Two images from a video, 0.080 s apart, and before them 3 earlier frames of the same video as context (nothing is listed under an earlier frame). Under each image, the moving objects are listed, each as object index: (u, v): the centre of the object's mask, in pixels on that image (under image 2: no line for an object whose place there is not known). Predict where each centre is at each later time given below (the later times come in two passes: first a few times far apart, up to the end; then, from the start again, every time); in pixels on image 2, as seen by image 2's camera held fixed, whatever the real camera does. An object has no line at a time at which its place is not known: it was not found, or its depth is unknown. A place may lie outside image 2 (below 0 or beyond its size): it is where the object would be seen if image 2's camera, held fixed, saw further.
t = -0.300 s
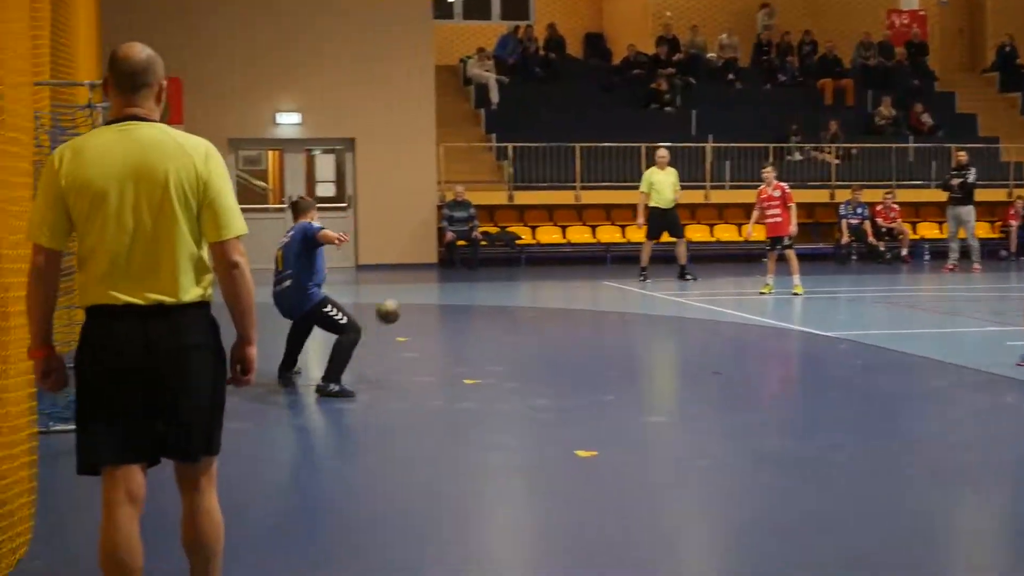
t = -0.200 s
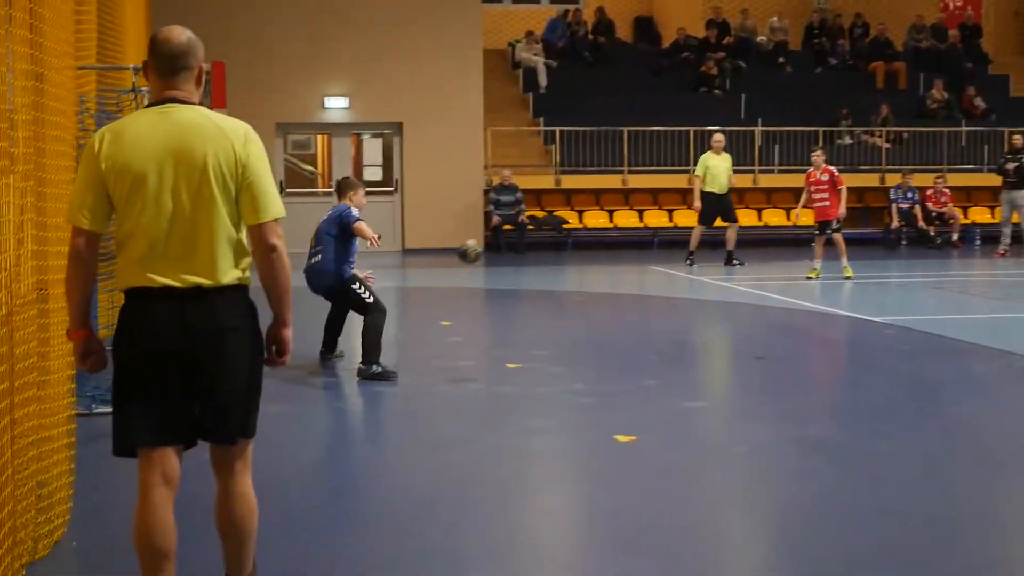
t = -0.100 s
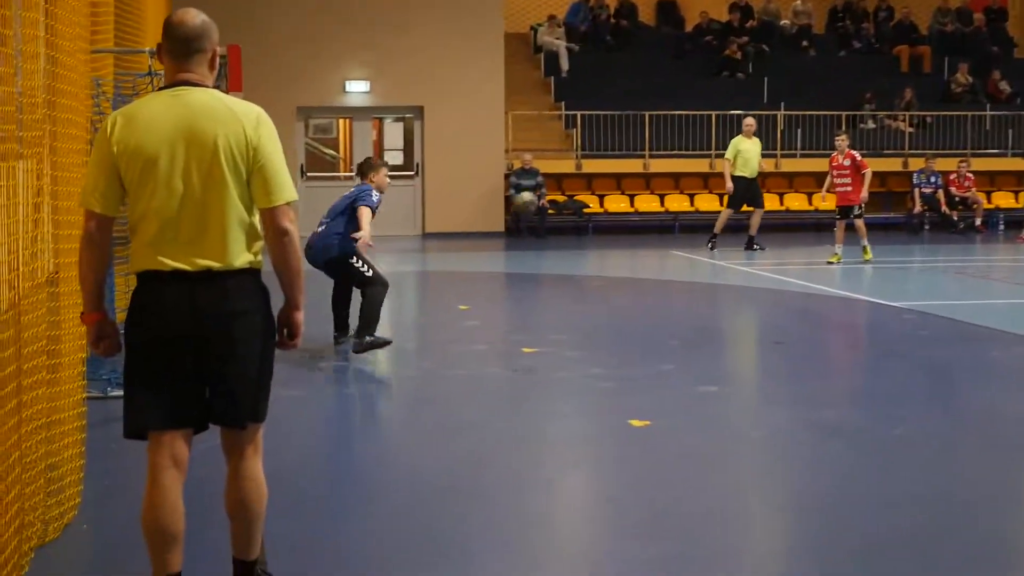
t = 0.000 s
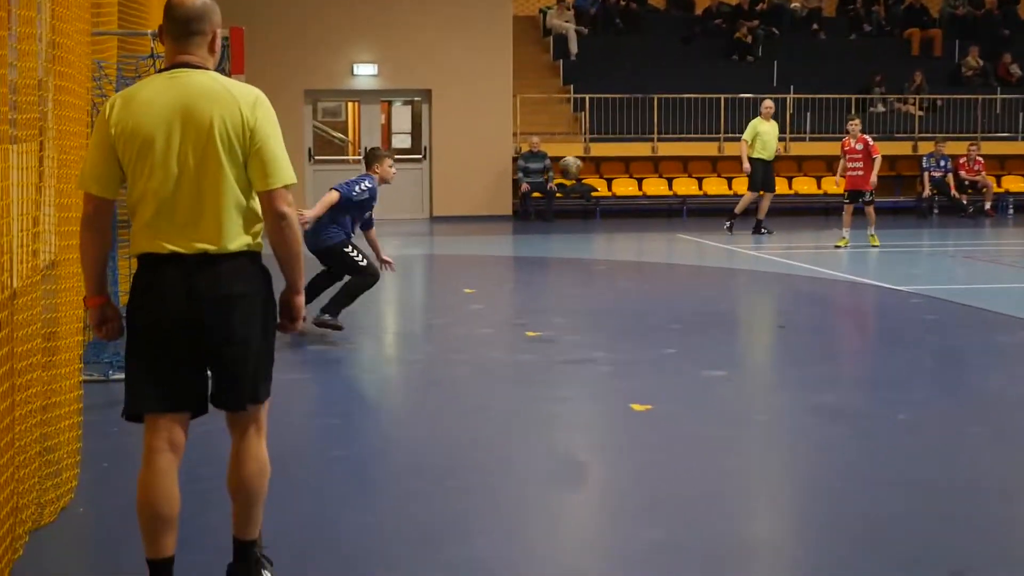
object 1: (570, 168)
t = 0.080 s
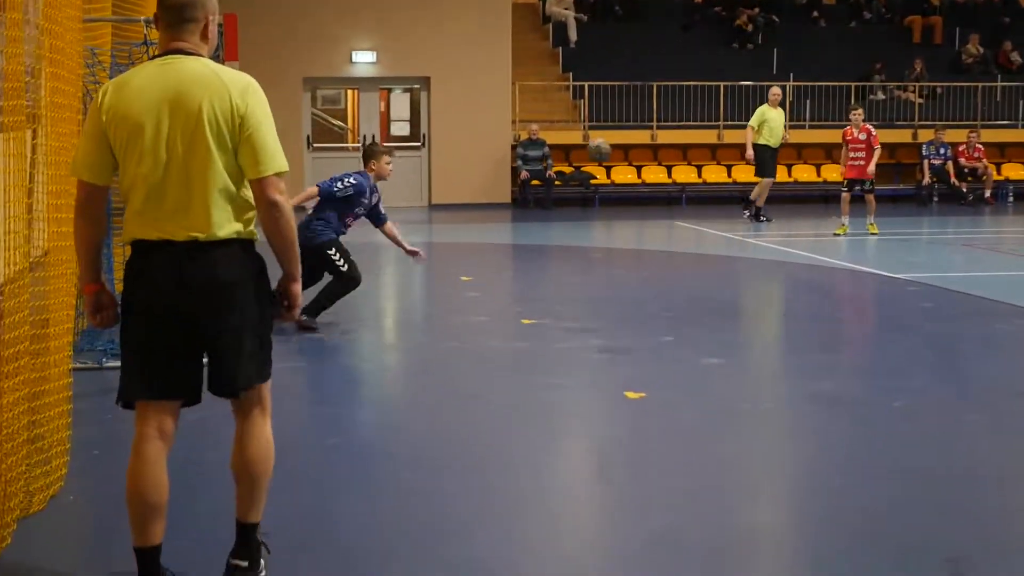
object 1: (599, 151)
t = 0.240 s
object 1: (657, 165)
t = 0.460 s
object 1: (733, 247)
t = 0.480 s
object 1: (739, 259)
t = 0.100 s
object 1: (605, 150)
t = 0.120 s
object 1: (614, 151)
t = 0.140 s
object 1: (620, 152)
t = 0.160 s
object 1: (628, 153)
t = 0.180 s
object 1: (636, 155)
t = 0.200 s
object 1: (644, 158)
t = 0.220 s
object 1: (650, 161)
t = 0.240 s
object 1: (657, 165)
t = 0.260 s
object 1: (665, 170)
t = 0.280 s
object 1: (672, 174)
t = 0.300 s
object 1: (679, 179)
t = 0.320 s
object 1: (687, 185)
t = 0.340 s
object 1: (694, 191)
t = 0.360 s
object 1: (701, 199)
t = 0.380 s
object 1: (707, 208)
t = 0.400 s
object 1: (714, 217)
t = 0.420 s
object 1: (721, 226)
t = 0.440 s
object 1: (727, 236)
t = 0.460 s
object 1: (733, 247)
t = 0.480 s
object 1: (739, 259)
